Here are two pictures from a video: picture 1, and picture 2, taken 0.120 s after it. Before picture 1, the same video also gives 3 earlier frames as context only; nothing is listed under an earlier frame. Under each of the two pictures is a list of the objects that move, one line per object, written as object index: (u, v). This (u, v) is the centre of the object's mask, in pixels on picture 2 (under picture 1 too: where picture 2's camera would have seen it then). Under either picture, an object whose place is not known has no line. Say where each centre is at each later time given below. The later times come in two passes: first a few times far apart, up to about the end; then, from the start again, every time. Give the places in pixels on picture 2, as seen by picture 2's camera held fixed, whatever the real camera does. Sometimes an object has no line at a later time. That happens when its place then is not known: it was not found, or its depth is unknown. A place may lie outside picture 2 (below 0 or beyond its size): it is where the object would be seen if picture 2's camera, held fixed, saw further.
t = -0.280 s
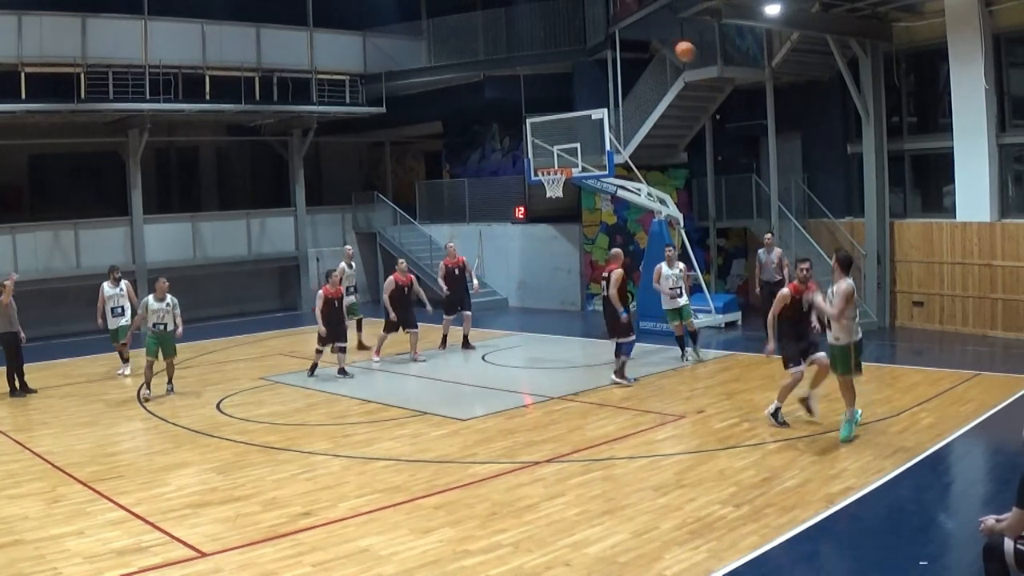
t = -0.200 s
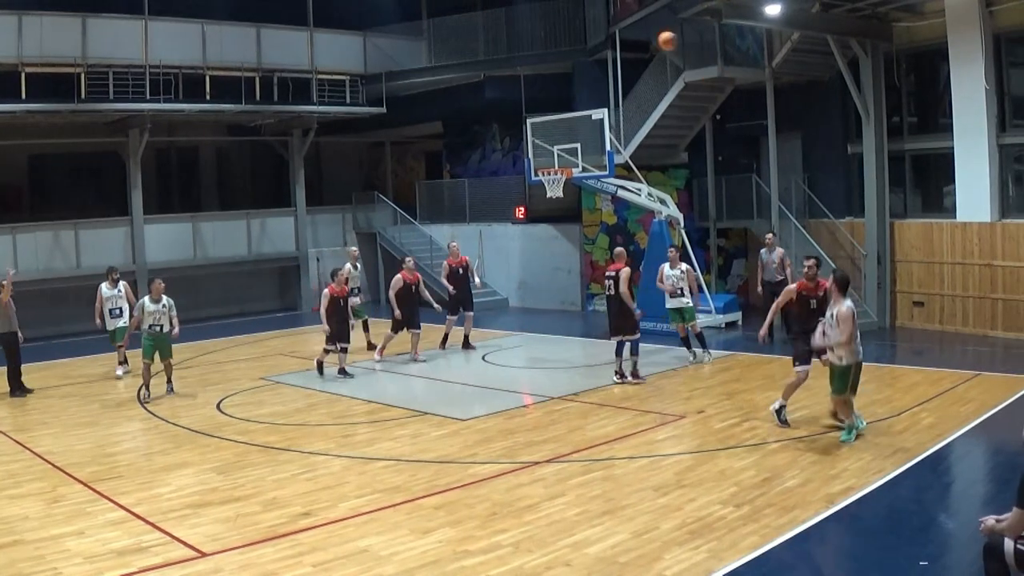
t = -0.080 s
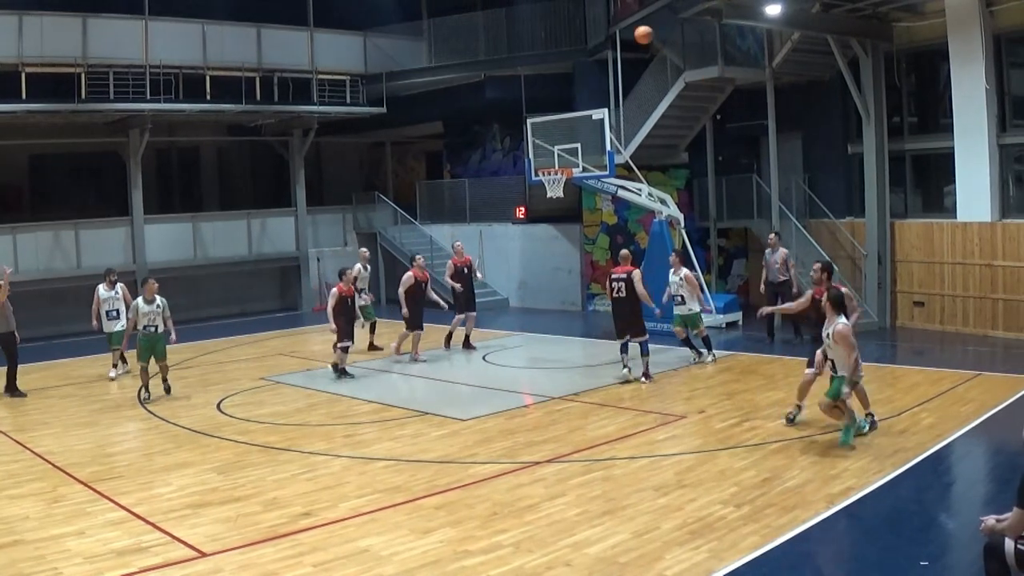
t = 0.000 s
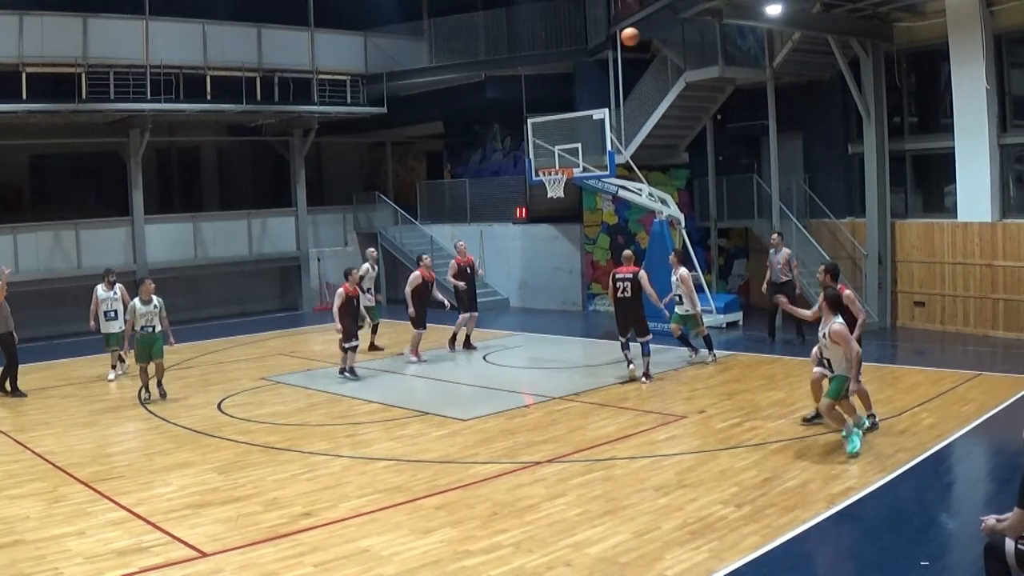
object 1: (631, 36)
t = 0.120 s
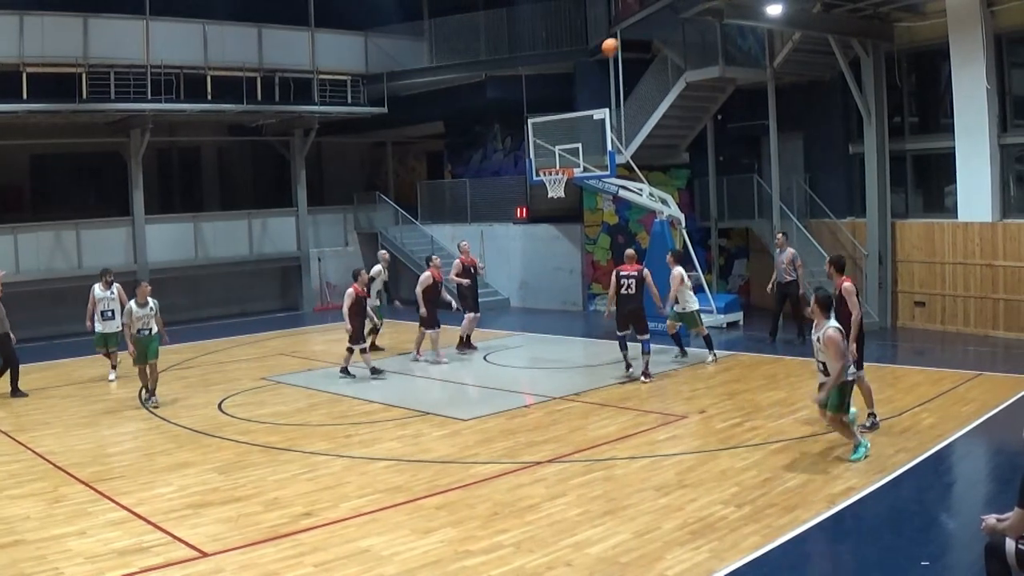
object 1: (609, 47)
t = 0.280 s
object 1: (587, 74)
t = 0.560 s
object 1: (553, 150)
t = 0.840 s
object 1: (534, 121)
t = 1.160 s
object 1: (510, 123)
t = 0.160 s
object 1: (604, 52)
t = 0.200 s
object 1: (598, 58)
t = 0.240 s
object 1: (592, 65)
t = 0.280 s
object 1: (587, 74)
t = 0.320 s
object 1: (582, 82)
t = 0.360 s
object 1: (577, 92)
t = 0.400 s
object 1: (572, 102)
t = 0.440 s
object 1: (567, 113)
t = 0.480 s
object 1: (562, 126)
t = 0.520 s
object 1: (557, 137)
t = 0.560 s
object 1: (553, 150)
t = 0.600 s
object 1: (549, 161)
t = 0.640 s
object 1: (547, 154)
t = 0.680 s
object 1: (544, 144)
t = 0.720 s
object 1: (541, 137)
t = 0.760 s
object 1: (539, 131)
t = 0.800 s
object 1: (537, 125)
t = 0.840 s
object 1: (534, 121)
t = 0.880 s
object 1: (531, 118)
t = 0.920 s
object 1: (527, 116)
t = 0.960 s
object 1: (524, 115)
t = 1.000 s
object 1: (521, 115)
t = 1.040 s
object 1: (519, 116)
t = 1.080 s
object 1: (516, 117)
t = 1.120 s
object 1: (513, 120)
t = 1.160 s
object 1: (510, 123)
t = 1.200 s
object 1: (507, 127)
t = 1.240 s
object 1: (505, 133)
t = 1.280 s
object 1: (502, 139)
